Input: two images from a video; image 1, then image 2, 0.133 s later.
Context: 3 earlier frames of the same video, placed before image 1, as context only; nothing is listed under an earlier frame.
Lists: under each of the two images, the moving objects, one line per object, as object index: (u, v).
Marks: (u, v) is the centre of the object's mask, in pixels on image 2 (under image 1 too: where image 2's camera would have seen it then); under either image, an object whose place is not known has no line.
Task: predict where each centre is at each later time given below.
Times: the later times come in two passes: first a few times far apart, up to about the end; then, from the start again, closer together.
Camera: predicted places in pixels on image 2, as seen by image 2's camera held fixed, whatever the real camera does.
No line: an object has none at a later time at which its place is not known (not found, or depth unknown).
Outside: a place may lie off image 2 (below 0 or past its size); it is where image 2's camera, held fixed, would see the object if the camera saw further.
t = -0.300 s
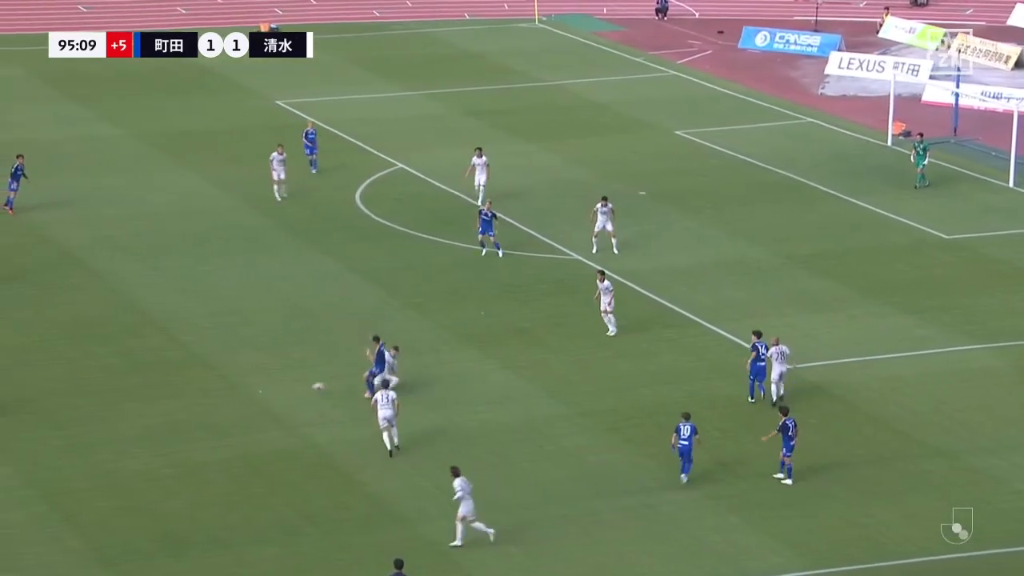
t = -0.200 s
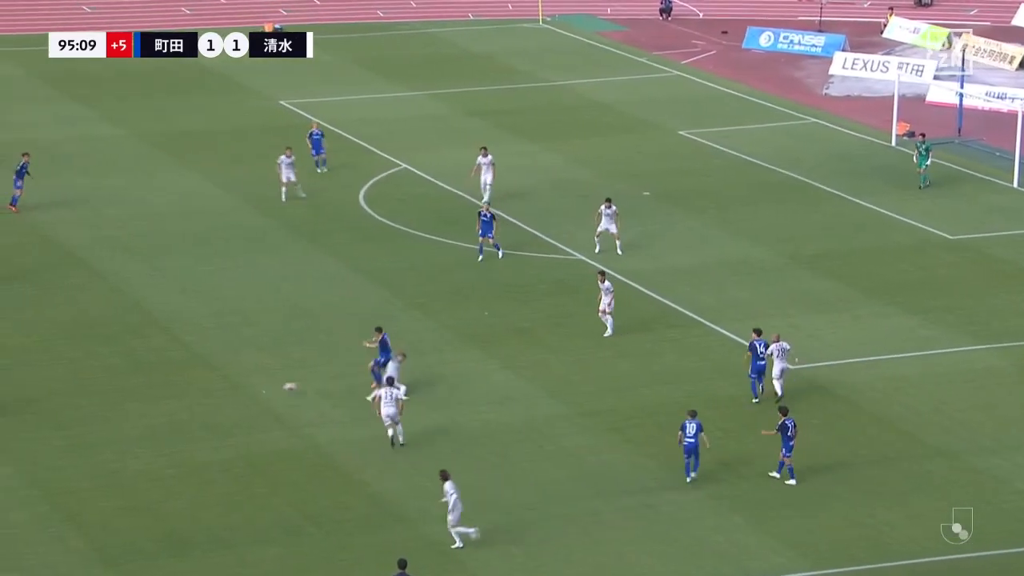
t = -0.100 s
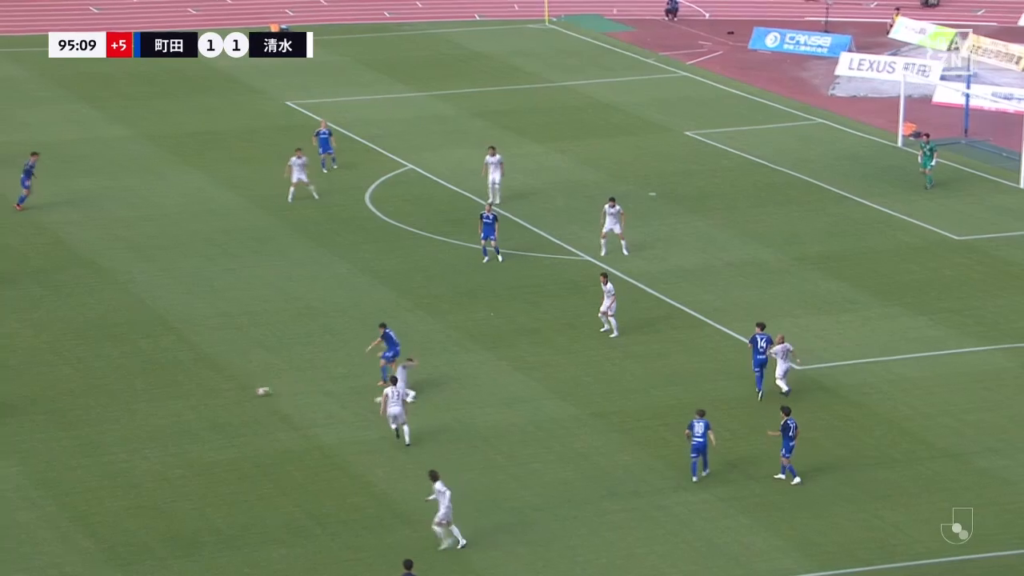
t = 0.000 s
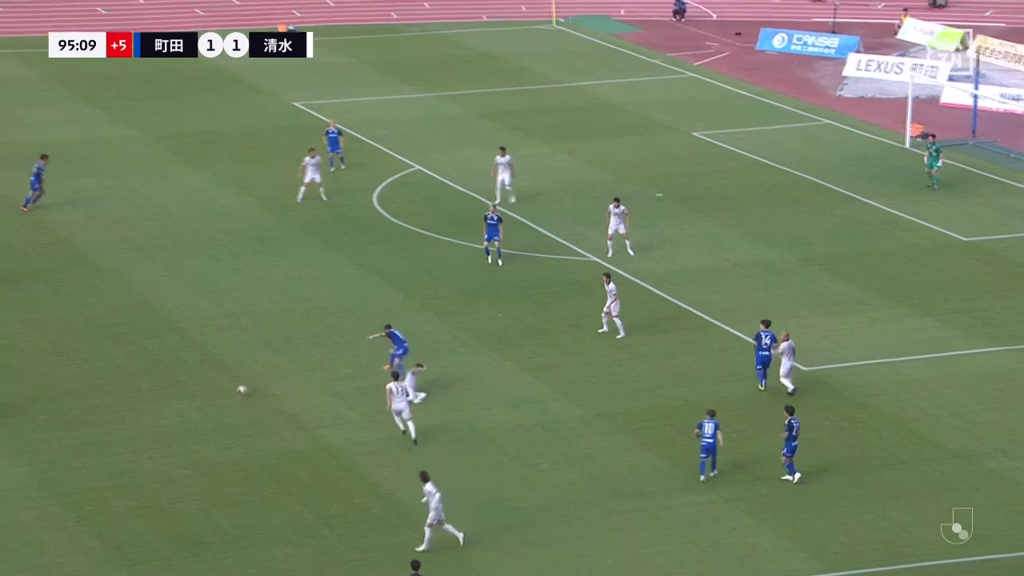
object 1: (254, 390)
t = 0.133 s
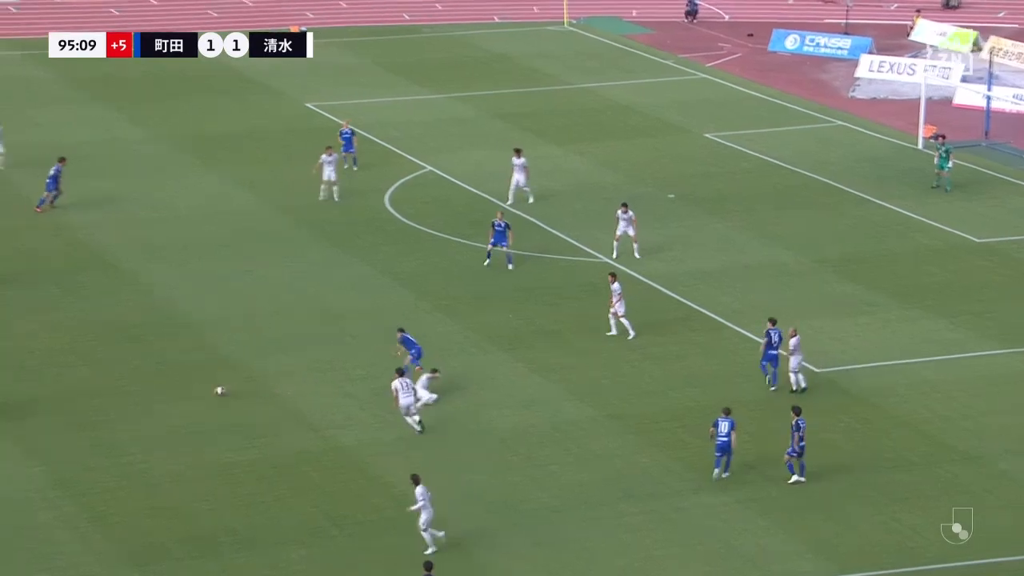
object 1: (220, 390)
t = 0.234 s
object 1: (196, 390)
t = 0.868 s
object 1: (86, 385)
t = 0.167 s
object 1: (212, 391)
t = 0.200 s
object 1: (204, 391)
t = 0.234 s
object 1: (196, 390)
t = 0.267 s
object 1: (189, 390)
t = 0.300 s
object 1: (182, 390)
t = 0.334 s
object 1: (178, 390)
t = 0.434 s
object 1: (157, 389)
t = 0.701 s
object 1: (113, 387)
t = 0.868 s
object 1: (86, 385)
